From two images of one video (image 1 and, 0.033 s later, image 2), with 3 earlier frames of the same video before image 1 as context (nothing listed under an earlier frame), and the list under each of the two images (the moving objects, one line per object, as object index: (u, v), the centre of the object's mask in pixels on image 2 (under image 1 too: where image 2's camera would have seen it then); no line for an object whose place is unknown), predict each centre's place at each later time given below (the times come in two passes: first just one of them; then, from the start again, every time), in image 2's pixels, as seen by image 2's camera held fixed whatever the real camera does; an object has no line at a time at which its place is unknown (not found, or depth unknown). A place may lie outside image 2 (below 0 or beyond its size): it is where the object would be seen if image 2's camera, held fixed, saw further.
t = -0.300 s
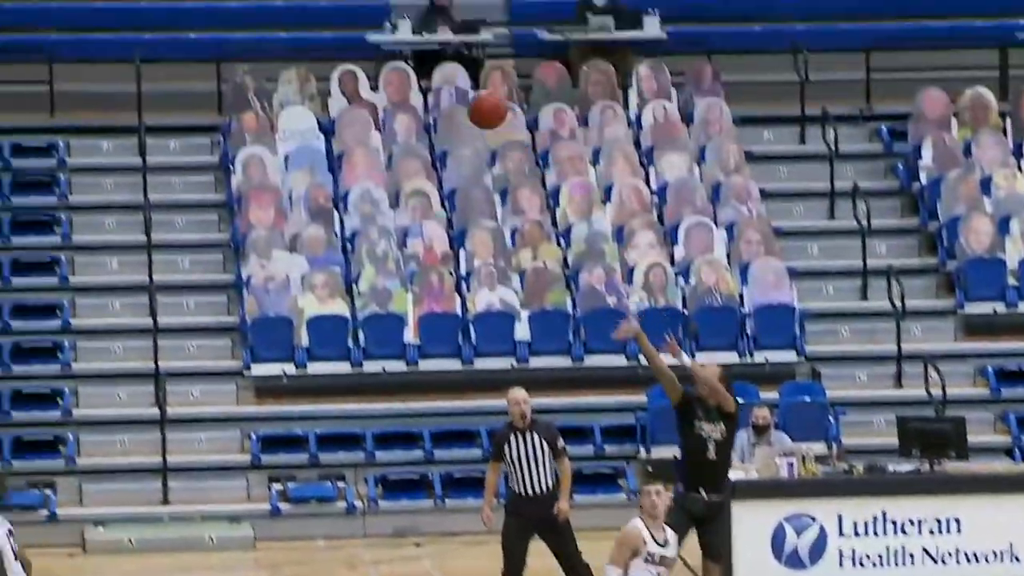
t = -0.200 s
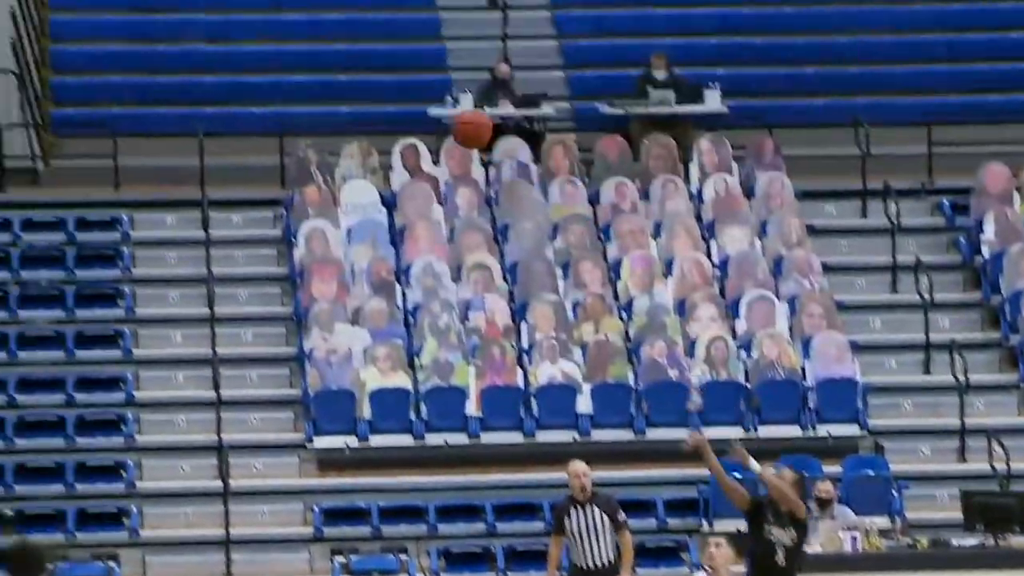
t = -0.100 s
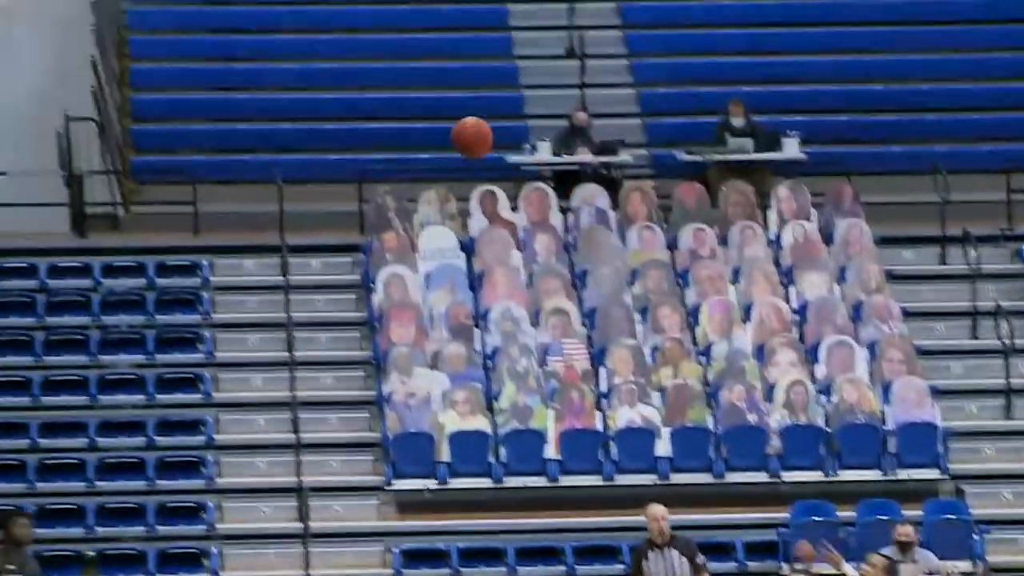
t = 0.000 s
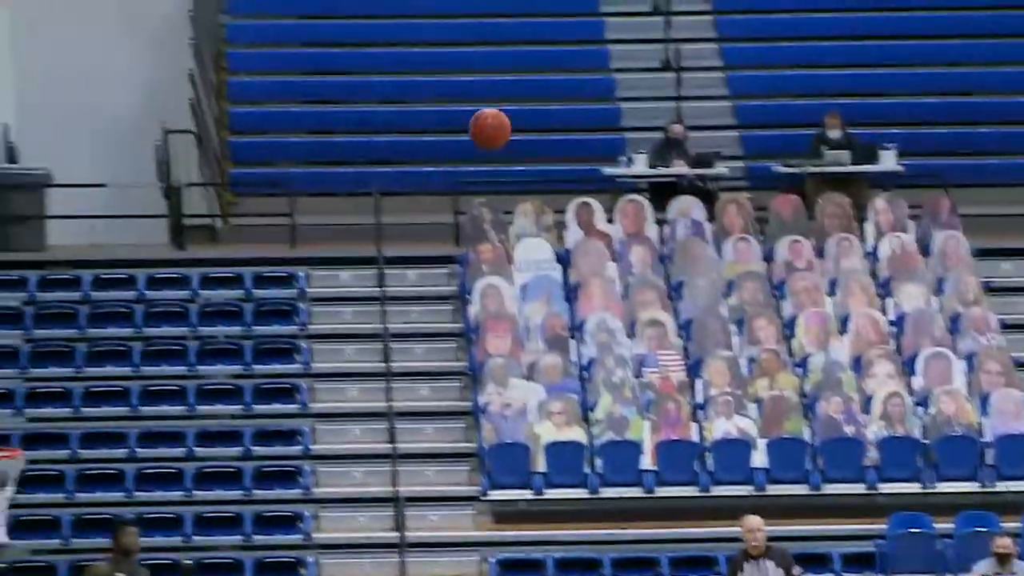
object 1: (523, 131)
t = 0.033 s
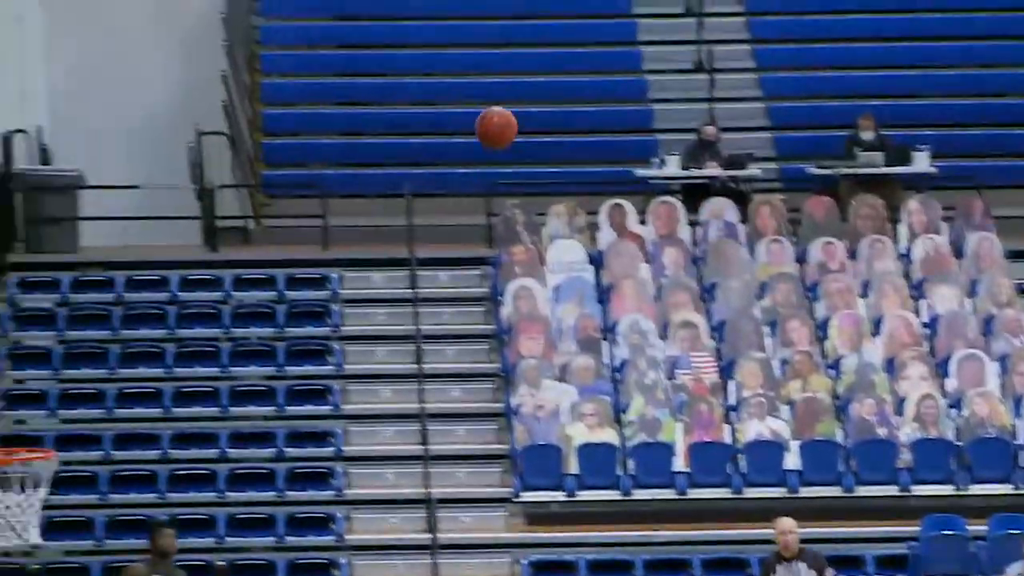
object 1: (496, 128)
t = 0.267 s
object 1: (311, 157)
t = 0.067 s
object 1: (470, 126)
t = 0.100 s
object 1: (443, 127)
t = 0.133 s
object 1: (417, 128)
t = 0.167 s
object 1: (391, 132)
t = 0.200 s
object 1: (364, 138)
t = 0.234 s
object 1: (338, 146)
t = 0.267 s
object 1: (311, 157)
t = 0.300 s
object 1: (284, 171)
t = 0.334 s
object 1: (257, 186)
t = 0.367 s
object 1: (230, 202)
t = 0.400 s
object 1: (203, 221)
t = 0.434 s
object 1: (175, 245)
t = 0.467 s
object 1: (147, 268)
